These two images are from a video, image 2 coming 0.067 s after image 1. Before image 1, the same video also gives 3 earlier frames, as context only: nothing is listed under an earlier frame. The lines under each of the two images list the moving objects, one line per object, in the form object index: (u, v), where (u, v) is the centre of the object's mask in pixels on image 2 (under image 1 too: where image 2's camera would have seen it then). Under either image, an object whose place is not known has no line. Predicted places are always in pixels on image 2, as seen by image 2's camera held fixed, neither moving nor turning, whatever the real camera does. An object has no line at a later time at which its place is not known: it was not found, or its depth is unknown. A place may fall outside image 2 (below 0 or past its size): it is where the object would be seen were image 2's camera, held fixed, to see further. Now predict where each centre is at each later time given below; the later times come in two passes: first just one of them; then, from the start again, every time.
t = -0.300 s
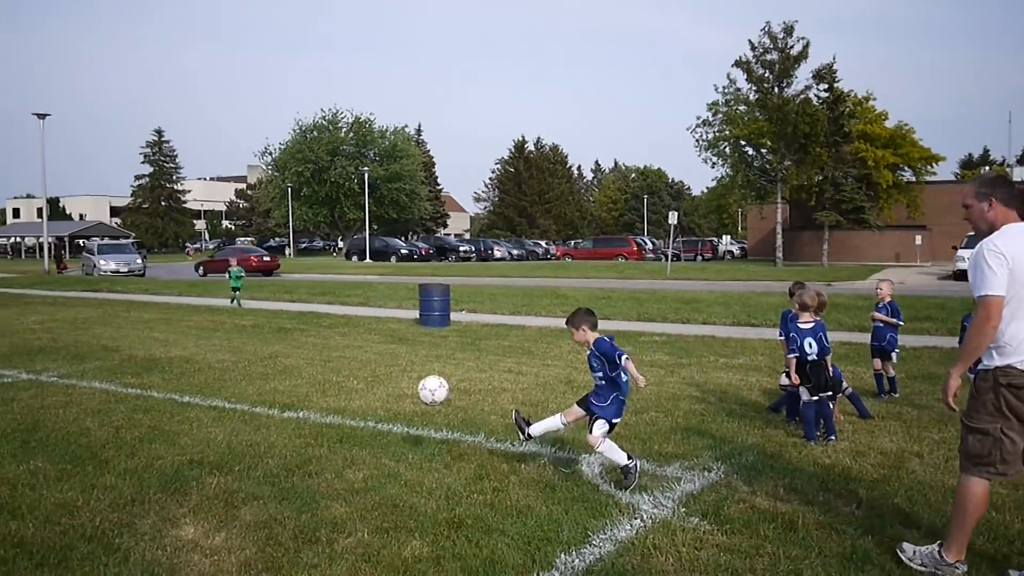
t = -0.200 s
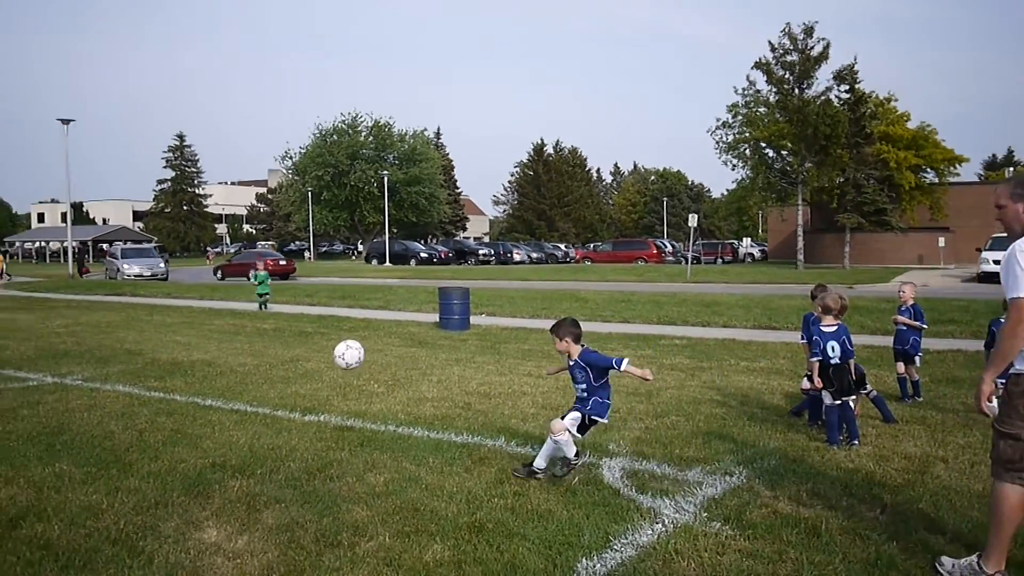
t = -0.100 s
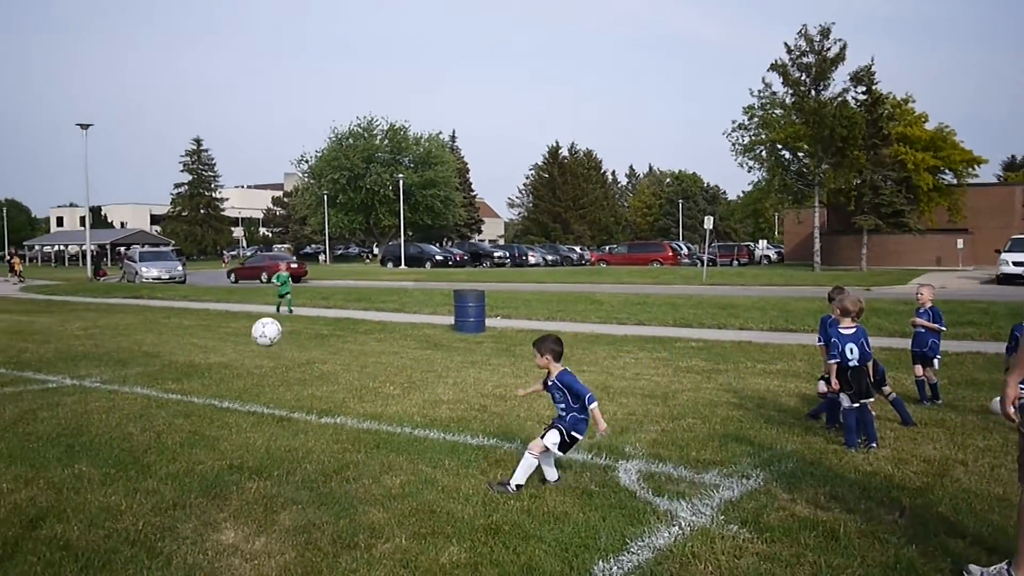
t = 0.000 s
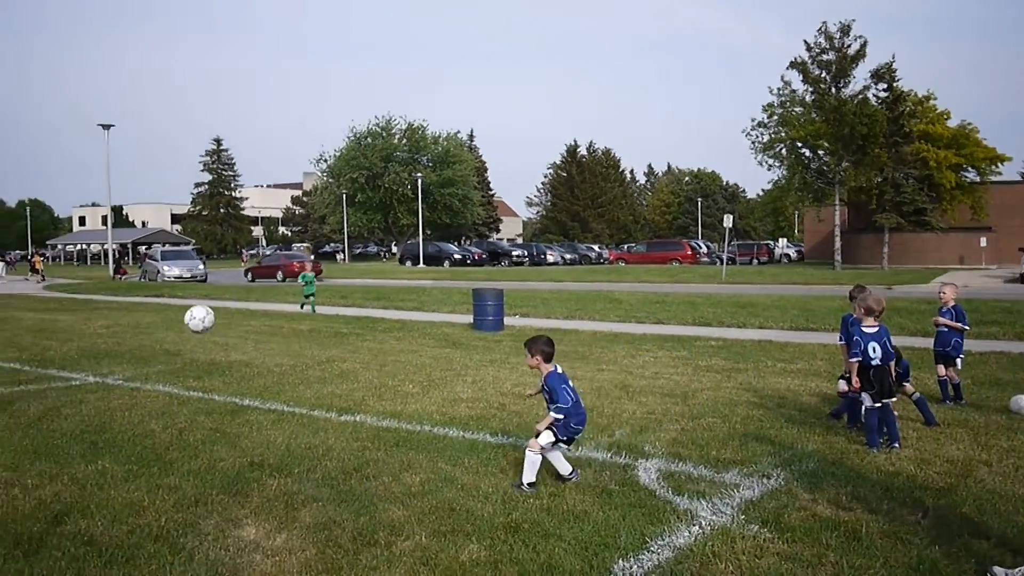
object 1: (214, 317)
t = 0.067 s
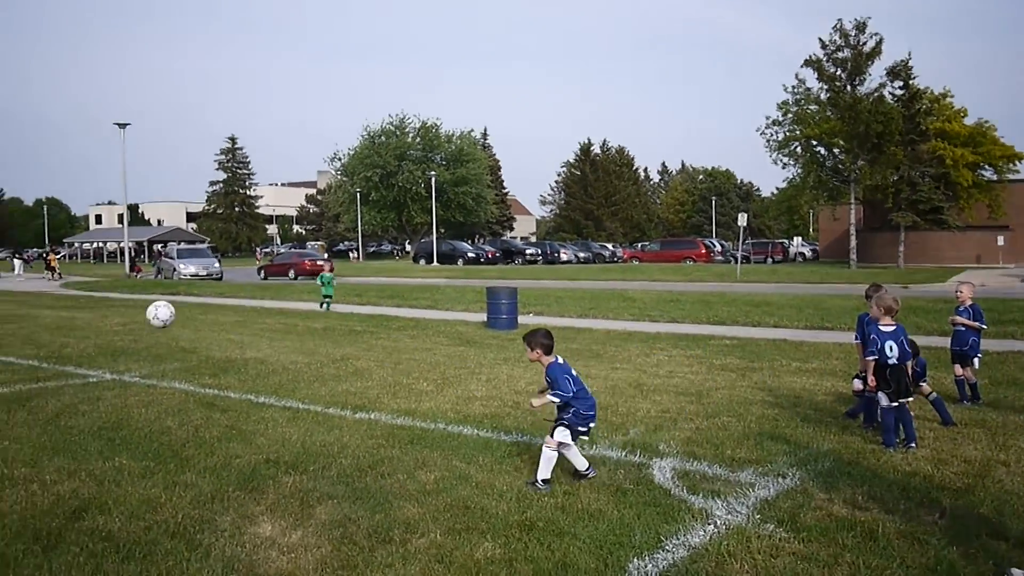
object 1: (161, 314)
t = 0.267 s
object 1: (21, 336)
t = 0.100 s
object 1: (136, 314)
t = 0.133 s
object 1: (112, 318)
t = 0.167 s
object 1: (88, 321)
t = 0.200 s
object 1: (64, 325)
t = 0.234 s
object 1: (42, 330)
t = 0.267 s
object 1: (21, 336)
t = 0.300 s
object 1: (0, 345)
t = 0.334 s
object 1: (-22, 353)
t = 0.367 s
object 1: (-42, 363)
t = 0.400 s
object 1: (-62, 373)
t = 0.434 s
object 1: (-81, 384)
